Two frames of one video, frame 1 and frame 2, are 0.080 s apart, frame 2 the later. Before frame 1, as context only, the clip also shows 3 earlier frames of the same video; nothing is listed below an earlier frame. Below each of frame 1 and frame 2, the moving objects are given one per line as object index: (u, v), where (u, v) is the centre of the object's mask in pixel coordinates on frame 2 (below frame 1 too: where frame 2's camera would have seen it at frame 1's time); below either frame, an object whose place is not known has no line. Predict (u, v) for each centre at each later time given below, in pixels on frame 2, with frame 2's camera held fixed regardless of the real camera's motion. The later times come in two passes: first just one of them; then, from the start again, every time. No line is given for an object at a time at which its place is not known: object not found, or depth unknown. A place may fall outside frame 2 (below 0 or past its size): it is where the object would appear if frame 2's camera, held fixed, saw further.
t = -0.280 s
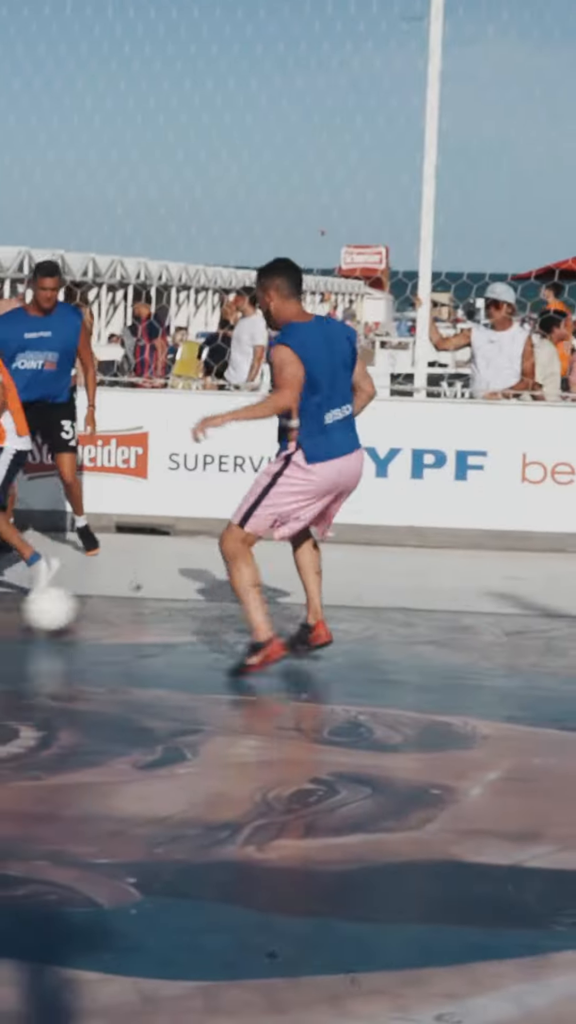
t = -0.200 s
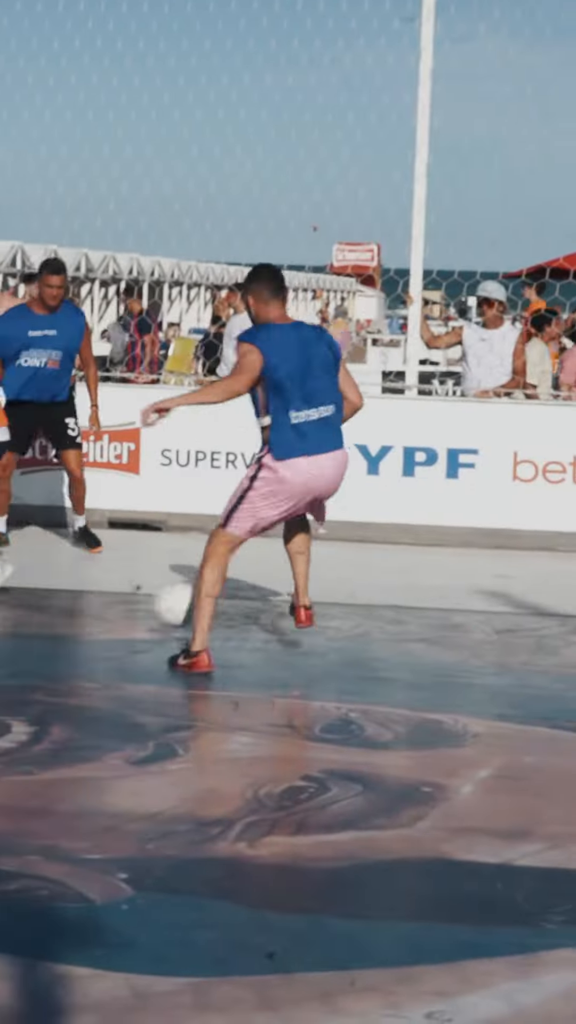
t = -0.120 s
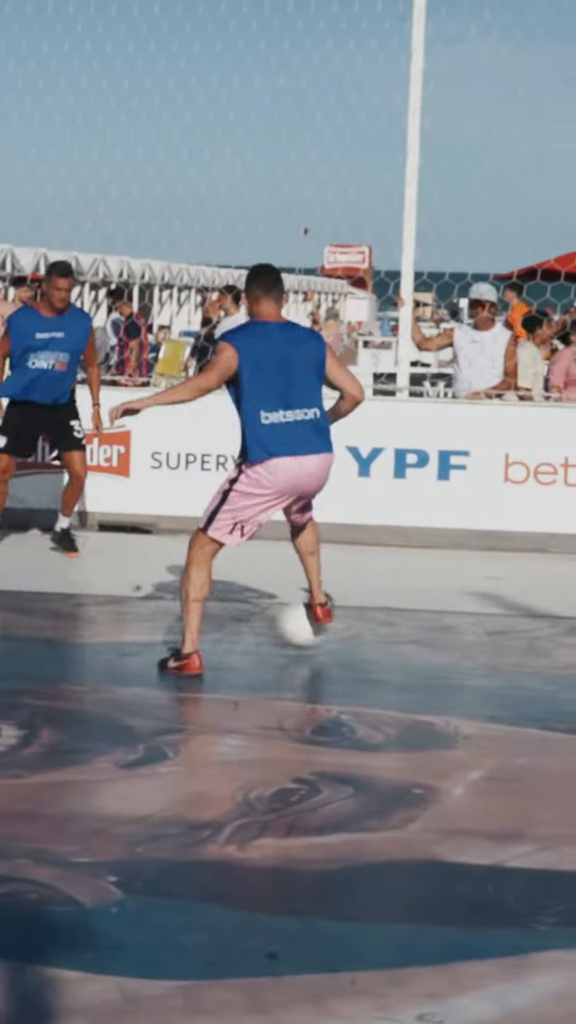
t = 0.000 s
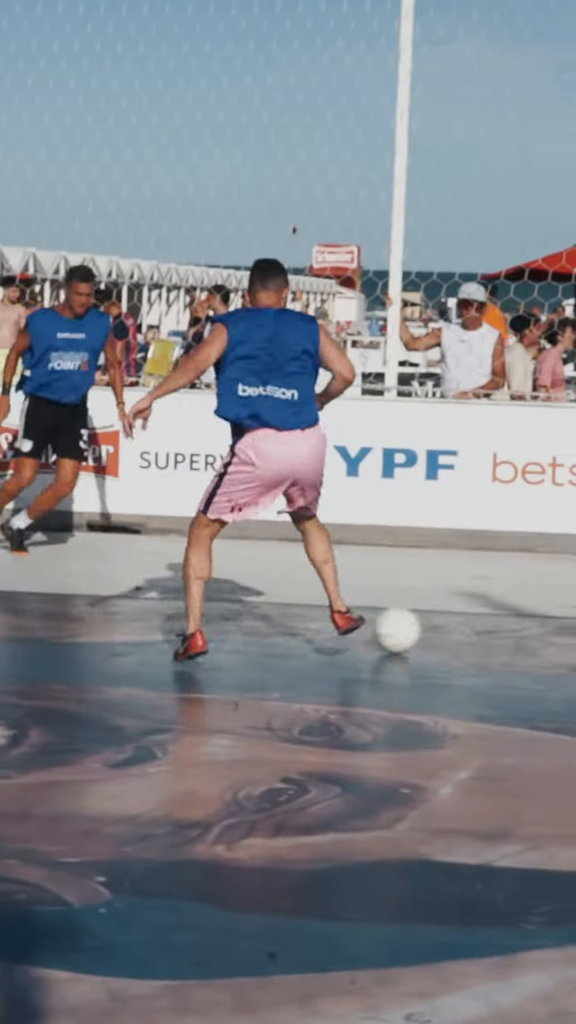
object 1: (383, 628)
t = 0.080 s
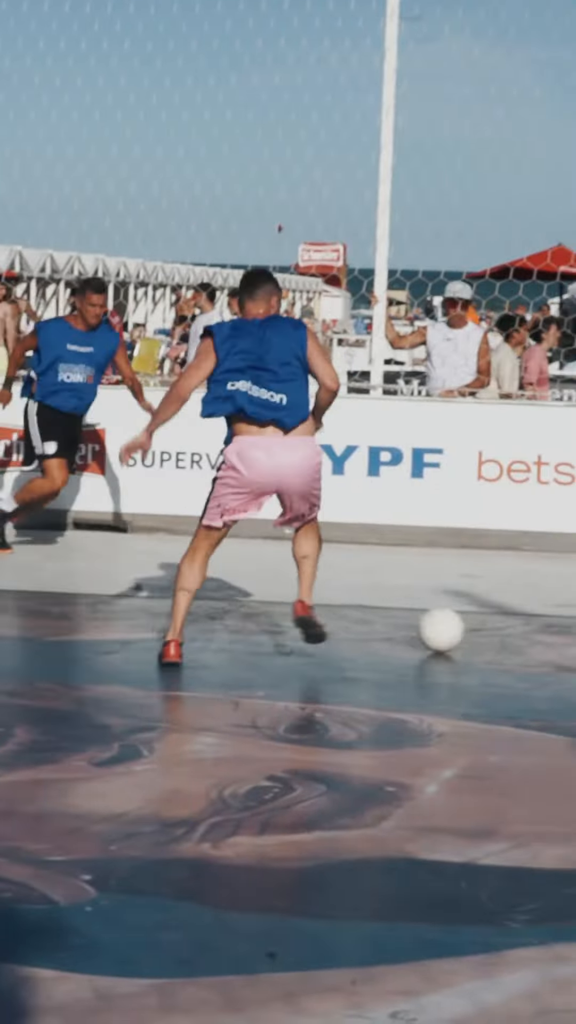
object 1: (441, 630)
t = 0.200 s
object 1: (518, 631)
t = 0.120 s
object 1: (468, 631)
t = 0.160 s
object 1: (493, 631)
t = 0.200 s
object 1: (518, 631)
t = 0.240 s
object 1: (542, 633)
